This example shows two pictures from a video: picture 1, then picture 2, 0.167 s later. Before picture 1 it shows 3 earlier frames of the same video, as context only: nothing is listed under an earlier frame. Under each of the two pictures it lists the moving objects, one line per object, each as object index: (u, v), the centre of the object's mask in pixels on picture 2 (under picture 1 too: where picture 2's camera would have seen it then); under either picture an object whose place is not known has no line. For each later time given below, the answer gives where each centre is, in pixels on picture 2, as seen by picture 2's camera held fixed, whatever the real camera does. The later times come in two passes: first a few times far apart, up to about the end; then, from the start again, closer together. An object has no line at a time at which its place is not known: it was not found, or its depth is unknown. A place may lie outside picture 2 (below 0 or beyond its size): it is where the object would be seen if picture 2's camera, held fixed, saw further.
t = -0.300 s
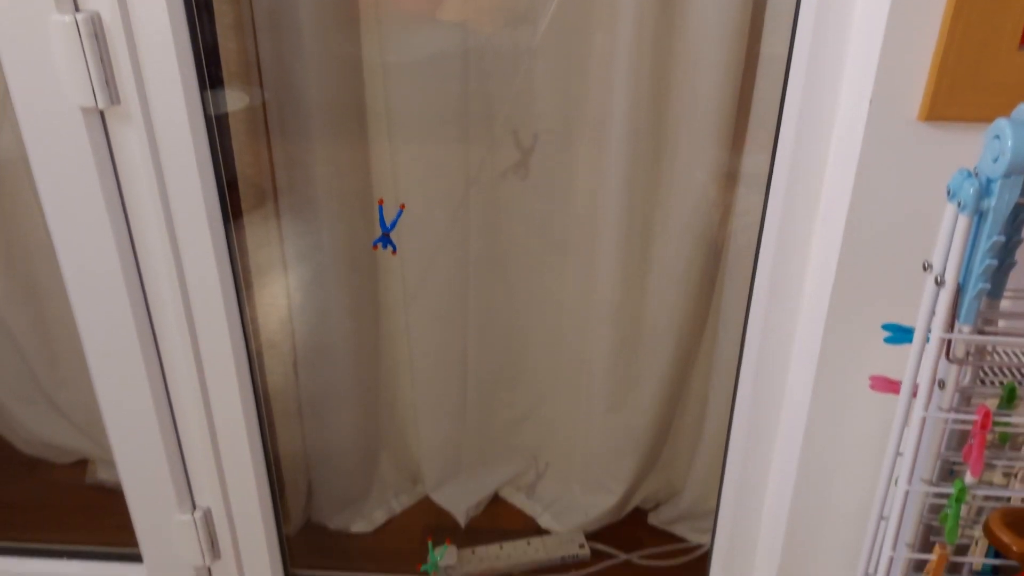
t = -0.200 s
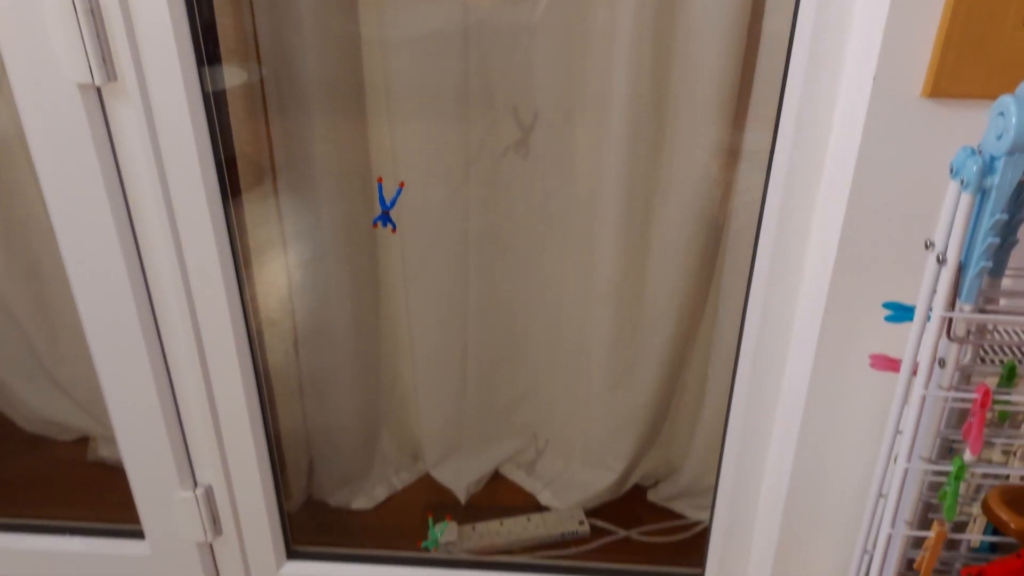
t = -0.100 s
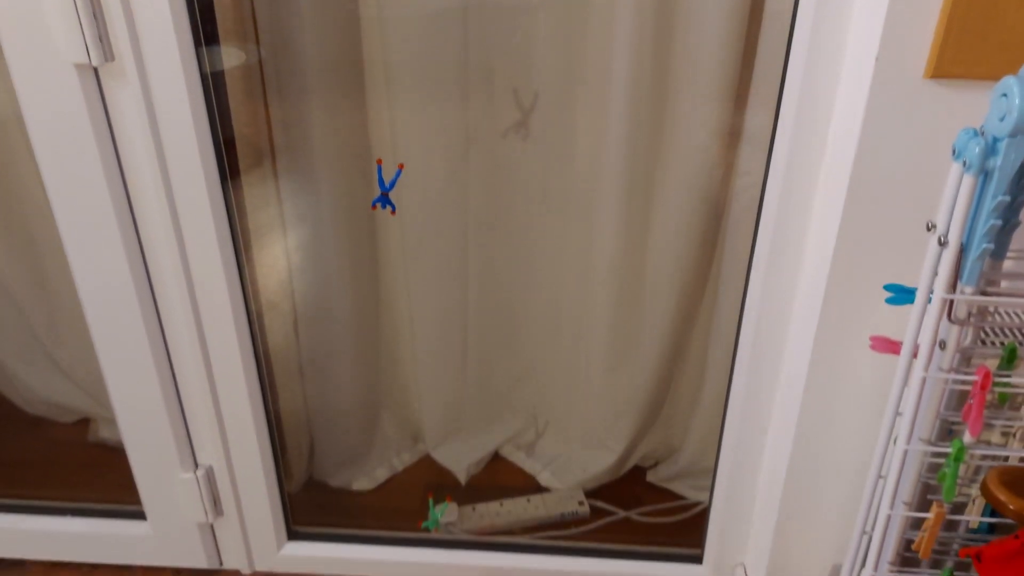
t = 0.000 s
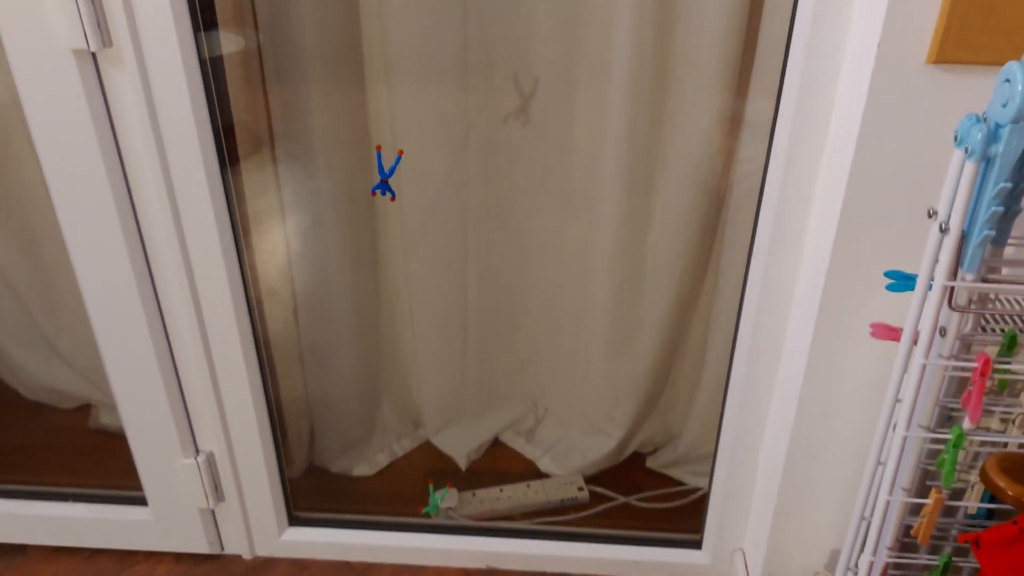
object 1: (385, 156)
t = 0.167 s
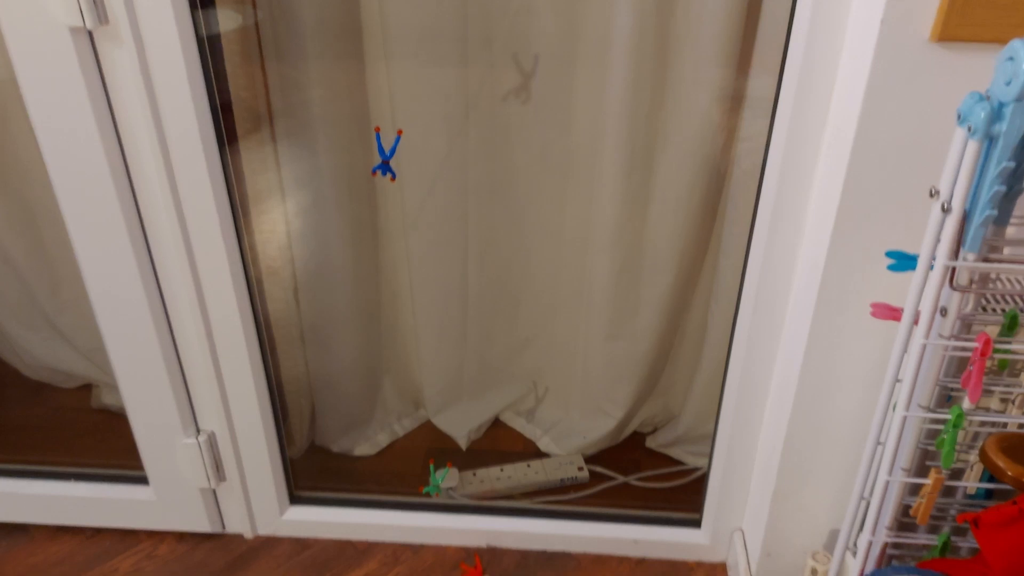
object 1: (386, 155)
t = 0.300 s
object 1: (385, 156)
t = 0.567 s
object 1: (384, 156)
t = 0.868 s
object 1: (384, 156)
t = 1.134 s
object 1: (376, 200)
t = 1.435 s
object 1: (376, 201)
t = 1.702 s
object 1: (376, 201)
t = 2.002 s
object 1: (376, 201)
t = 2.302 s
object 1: (367, 250)
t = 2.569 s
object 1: (364, 250)
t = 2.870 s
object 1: (365, 250)
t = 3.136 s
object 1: (366, 252)
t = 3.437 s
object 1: (363, 305)
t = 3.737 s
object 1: (348, 311)
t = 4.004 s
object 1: (345, 316)
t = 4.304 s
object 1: (345, 315)
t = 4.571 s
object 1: (346, 351)
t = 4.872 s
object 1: (364, 361)
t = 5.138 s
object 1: (364, 362)
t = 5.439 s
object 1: (359, 401)
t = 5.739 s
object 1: (359, 401)
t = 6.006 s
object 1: (359, 405)
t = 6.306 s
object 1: (352, 439)
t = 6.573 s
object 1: (352, 440)
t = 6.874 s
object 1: (353, 441)
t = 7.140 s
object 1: (353, 441)
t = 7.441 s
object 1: (349, 471)
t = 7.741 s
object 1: (349, 471)
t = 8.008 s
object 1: (349, 470)
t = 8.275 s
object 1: (349, 472)
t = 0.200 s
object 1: (385, 156)
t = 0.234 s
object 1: (385, 156)
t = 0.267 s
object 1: (385, 156)
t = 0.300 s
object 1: (385, 156)
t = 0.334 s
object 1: (386, 156)
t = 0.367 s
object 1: (386, 156)
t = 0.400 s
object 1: (386, 156)
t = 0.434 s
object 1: (385, 155)
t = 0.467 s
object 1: (385, 155)
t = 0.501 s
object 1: (385, 155)
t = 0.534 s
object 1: (384, 156)
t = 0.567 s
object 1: (384, 156)
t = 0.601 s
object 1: (384, 156)
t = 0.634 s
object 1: (384, 156)
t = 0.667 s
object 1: (384, 155)
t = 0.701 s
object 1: (384, 155)
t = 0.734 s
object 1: (384, 156)
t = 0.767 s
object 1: (384, 156)
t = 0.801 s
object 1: (384, 156)
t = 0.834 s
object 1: (384, 156)
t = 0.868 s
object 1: (384, 156)
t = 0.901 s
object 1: (384, 157)
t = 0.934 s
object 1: (384, 160)
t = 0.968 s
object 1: (385, 166)
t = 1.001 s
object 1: (383, 177)
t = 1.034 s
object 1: (381, 190)
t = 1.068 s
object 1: (379, 197)
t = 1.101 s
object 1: (375, 207)
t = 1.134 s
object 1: (376, 200)
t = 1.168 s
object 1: (376, 200)
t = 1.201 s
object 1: (376, 200)
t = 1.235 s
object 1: (376, 200)
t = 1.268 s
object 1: (376, 201)
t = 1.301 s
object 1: (376, 200)
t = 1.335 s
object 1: (376, 200)
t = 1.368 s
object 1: (376, 201)
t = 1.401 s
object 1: (376, 201)
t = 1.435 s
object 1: (376, 201)
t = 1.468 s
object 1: (376, 201)
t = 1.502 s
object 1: (376, 201)
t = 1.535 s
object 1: (376, 201)
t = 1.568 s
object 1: (376, 201)
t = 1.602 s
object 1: (376, 201)
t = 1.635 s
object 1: (376, 201)
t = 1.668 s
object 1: (376, 201)
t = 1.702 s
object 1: (376, 201)
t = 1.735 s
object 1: (376, 201)
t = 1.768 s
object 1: (376, 201)
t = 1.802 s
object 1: (376, 201)
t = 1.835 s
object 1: (376, 201)
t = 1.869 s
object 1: (376, 201)
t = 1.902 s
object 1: (376, 201)
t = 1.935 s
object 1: (376, 201)
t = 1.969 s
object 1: (376, 201)
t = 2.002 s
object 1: (376, 201)
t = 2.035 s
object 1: (376, 201)
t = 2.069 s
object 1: (376, 201)
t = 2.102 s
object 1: (376, 201)
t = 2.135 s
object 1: (376, 202)
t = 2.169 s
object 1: (376, 207)
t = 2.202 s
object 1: (376, 215)
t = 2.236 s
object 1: (373, 229)
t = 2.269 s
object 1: (370, 241)
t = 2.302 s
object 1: (367, 250)
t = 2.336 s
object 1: (363, 255)
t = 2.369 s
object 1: (363, 250)
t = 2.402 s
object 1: (364, 249)
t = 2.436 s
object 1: (364, 250)
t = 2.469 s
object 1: (363, 250)
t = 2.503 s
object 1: (363, 250)
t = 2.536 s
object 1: (364, 250)
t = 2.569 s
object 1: (364, 250)
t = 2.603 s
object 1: (364, 250)
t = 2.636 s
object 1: (364, 250)
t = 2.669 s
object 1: (364, 250)
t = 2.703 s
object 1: (364, 250)
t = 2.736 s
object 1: (364, 250)
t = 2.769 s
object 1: (364, 250)
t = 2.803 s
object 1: (364, 250)
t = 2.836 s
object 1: (364, 250)
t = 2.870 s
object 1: (365, 250)
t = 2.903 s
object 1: (366, 252)
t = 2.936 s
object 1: (367, 252)
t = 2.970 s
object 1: (366, 252)
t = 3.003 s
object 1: (367, 252)
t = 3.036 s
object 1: (366, 252)
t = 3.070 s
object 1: (366, 252)
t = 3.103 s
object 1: (366, 252)
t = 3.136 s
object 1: (366, 252)
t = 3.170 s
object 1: (366, 252)
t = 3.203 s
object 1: (366, 252)
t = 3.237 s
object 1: (366, 253)
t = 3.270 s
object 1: (366, 256)
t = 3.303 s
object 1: (366, 262)
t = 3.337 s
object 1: (365, 271)
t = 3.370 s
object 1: (363, 284)
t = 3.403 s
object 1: (360, 292)
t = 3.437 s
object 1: (363, 305)
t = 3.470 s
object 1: (365, 302)
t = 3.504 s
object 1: (365, 308)
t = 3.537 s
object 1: (360, 306)
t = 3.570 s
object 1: (358, 308)
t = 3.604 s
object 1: (354, 310)
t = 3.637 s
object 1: (350, 311)
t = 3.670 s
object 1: (348, 311)
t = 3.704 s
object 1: (348, 310)
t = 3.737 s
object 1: (348, 311)
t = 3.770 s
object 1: (348, 312)
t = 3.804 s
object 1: (348, 311)
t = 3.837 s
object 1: (347, 310)
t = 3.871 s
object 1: (347, 311)
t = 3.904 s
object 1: (347, 311)
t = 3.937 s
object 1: (347, 312)
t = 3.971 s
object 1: (346, 314)
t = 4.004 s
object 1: (345, 316)
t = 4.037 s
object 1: (345, 316)
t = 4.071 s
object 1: (345, 315)
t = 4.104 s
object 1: (346, 315)
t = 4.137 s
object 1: (345, 315)
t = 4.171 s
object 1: (345, 316)
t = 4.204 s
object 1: (345, 315)
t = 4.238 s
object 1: (345, 315)
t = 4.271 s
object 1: (345, 315)
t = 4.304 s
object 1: (345, 315)
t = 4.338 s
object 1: (345, 315)
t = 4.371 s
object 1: (345, 315)
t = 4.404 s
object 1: (345, 315)
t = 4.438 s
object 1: (346, 317)
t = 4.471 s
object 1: (345, 321)
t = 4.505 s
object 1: (345, 328)
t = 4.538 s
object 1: (344, 339)
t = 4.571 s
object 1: (346, 351)
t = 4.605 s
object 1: (345, 364)
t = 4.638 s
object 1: (354, 363)
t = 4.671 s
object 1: (364, 361)
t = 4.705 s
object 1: (364, 360)
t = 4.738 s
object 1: (364, 360)
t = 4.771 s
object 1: (364, 361)
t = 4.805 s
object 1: (364, 361)
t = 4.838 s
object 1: (364, 361)
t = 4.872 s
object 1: (364, 361)
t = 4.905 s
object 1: (364, 361)
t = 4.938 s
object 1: (364, 361)
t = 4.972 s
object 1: (364, 361)
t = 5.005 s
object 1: (364, 361)
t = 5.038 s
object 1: (364, 361)
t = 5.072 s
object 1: (364, 361)
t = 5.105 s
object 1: (364, 361)
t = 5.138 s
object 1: (364, 362)
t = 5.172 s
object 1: (364, 363)
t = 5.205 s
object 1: (365, 365)
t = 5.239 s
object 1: (366, 369)
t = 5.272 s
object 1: (367, 372)
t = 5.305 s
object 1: (366, 378)
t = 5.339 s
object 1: (364, 392)
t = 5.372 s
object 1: (360, 403)
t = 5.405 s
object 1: (359, 405)
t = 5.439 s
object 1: (359, 401)
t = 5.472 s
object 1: (359, 401)
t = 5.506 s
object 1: (359, 401)
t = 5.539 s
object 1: (359, 401)
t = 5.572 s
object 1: (359, 401)
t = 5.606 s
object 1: (359, 401)
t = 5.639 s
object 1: (359, 401)
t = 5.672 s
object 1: (359, 401)
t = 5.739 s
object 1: (359, 401)
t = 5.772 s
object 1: (359, 401)
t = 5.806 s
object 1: (359, 401)
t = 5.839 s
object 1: (359, 402)
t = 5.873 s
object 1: (359, 402)
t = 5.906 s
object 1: (359, 402)
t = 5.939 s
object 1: (359, 402)
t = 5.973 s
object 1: (359, 403)
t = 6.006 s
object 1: (359, 405)
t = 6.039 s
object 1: (359, 407)
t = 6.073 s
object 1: (359, 412)
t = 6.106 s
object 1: (357, 420)
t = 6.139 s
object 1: (356, 429)
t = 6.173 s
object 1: (354, 437)
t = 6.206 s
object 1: (352, 445)
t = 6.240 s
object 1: (352, 445)
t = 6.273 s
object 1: (353, 439)
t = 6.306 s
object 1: (352, 439)
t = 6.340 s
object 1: (352, 440)
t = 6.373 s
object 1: (353, 440)
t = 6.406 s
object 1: (353, 440)
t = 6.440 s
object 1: (352, 440)
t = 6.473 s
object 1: (353, 440)
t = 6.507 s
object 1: (352, 440)
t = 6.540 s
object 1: (352, 440)
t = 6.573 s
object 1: (352, 440)
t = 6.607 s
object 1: (352, 440)
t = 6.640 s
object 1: (352, 440)
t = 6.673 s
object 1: (352, 440)
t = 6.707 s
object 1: (352, 440)
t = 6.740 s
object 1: (352, 440)
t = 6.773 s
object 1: (352, 440)
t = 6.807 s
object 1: (352, 440)
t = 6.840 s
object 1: (352, 440)
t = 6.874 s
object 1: (353, 441)
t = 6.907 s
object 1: (353, 441)
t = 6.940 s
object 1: (352, 441)
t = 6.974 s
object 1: (352, 441)
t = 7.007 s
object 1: (353, 441)
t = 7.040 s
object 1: (353, 441)
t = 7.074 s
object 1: (353, 441)
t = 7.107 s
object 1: (353, 441)
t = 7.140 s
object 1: (353, 441)
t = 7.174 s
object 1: (353, 446)
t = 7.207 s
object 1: (352, 455)
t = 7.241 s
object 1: (351, 463)
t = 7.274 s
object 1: (350, 467)
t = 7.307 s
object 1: (348, 477)
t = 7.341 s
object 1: (349, 473)
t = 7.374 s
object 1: (349, 471)
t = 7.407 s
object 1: (349, 471)
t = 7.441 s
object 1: (349, 471)
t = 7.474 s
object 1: (349, 471)
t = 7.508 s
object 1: (349, 471)
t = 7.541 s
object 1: (349, 471)
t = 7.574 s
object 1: (349, 471)
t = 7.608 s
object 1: (349, 471)
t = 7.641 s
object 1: (349, 471)
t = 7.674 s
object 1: (349, 471)
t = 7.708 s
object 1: (349, 471)
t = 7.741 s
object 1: (349, 471)
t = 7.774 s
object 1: (349, 471)
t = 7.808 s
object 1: (349, 471)
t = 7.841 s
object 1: (349, 471)
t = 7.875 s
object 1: (349, 471)
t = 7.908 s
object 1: (349, 471)
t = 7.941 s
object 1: (349, 471)
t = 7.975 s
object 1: (349, 471)
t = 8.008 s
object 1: (349, 470)
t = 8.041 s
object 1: (349, 470)
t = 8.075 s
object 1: (349, 470)
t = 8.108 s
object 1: (350, 471)
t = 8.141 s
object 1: (349, 470)
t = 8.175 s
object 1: (349, 471)
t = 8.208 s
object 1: (349, 472)
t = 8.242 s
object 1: (349, 472)
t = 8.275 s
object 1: (349, 472)
